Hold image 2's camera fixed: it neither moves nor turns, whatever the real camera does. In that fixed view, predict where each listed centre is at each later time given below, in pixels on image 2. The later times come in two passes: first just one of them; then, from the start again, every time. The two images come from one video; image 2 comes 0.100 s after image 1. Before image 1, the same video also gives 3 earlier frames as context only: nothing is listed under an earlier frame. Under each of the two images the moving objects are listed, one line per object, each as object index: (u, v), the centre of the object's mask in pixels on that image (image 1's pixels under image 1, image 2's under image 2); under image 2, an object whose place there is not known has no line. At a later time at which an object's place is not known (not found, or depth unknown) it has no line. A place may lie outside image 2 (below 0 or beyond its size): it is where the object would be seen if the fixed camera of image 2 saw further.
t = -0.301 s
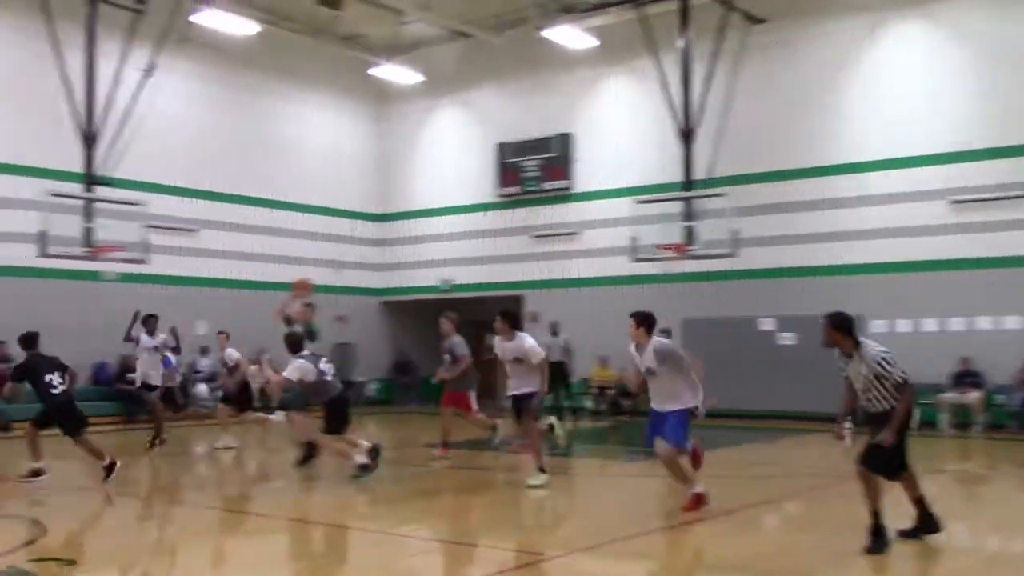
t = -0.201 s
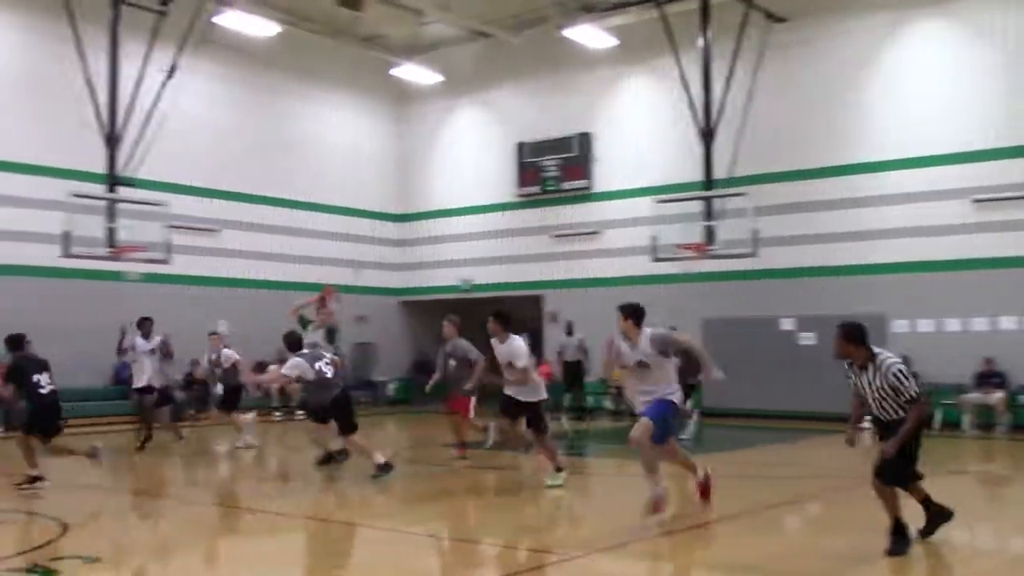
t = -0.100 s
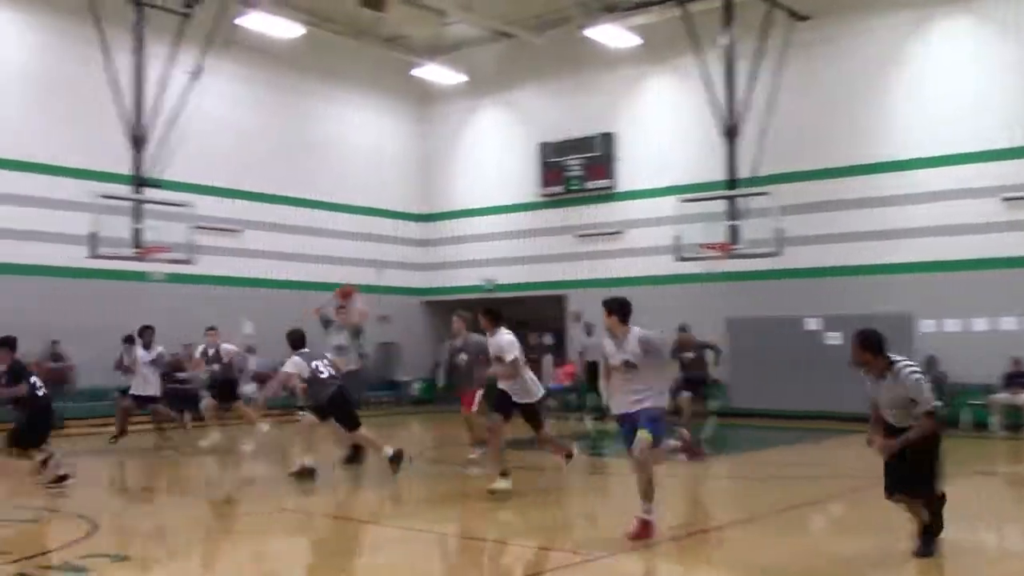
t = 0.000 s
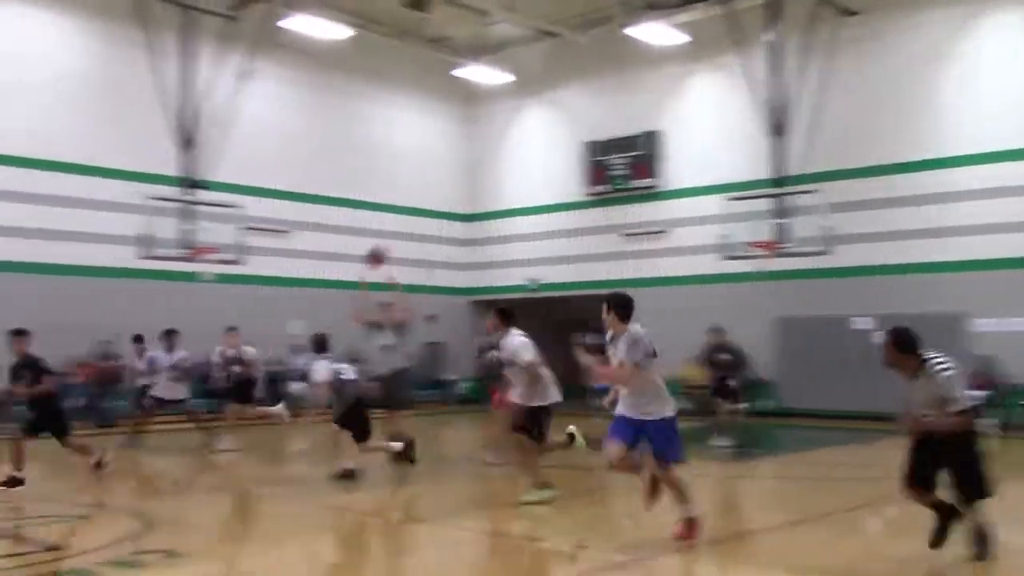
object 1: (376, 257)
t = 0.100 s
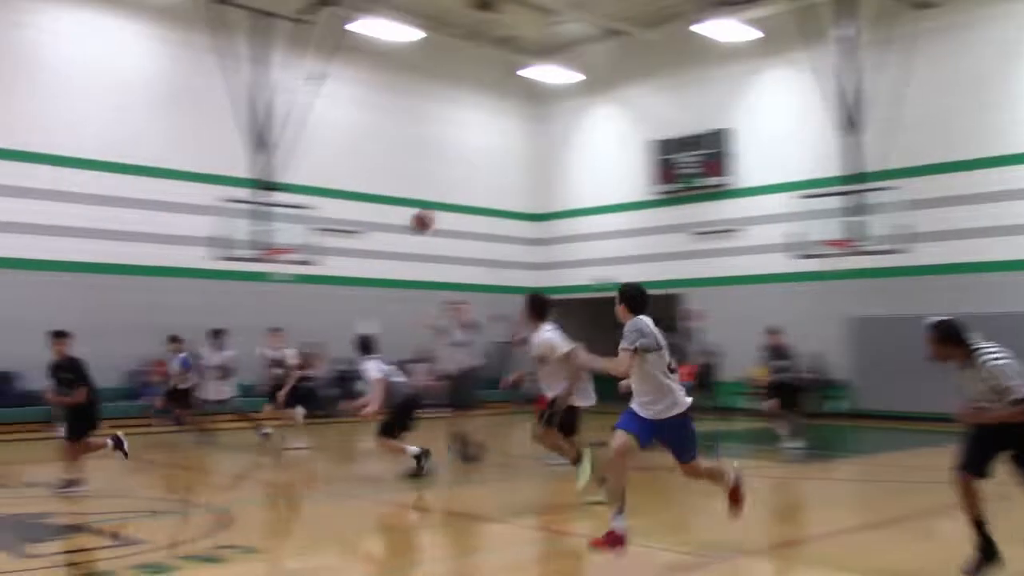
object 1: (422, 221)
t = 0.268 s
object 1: (373, 171)
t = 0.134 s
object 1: (413, 212)
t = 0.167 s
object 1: (404, 199)
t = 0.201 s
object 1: (394, 189)
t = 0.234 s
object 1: (384, 179)
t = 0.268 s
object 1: (373, 171)
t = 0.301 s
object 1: (361, 164)
